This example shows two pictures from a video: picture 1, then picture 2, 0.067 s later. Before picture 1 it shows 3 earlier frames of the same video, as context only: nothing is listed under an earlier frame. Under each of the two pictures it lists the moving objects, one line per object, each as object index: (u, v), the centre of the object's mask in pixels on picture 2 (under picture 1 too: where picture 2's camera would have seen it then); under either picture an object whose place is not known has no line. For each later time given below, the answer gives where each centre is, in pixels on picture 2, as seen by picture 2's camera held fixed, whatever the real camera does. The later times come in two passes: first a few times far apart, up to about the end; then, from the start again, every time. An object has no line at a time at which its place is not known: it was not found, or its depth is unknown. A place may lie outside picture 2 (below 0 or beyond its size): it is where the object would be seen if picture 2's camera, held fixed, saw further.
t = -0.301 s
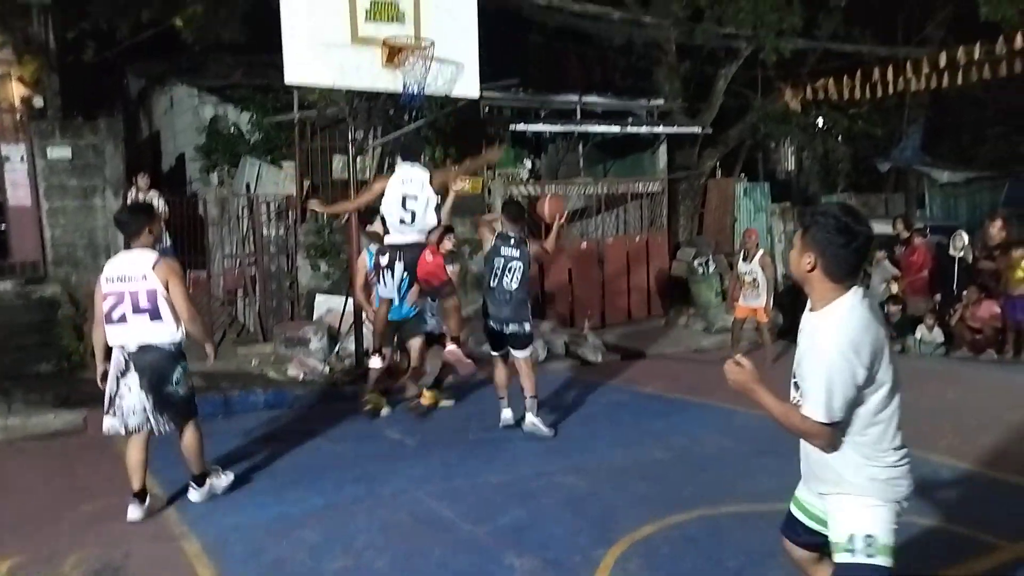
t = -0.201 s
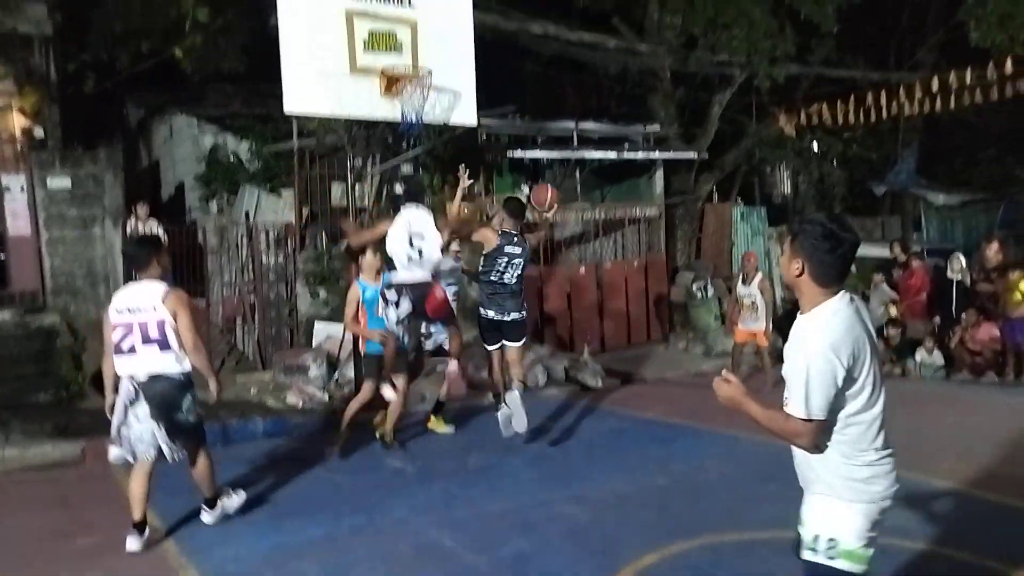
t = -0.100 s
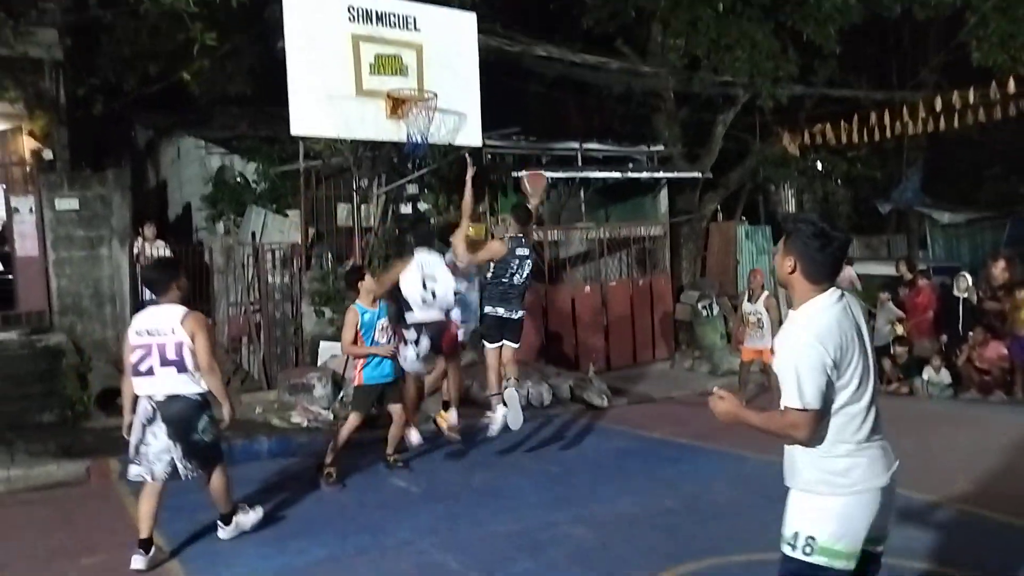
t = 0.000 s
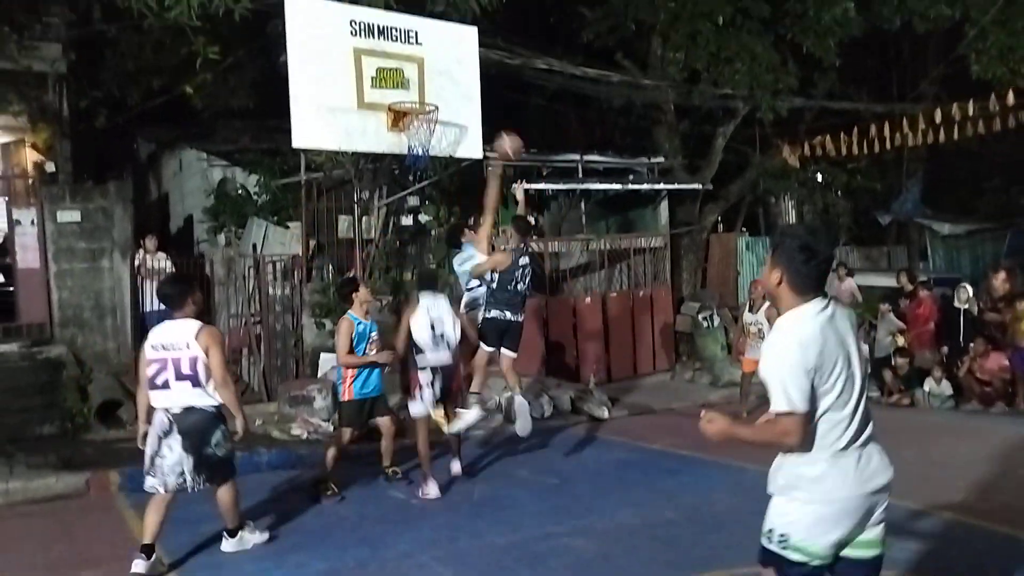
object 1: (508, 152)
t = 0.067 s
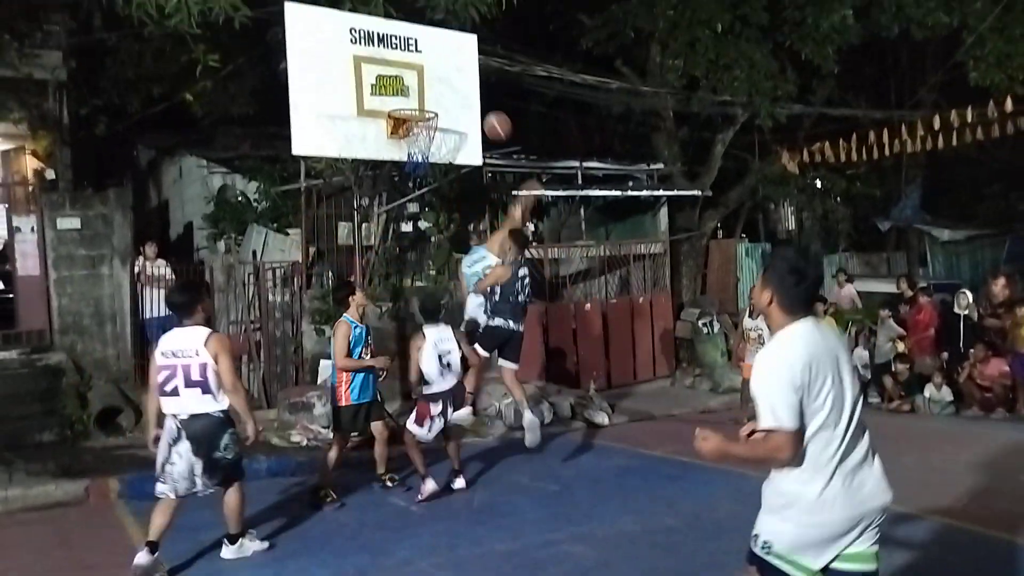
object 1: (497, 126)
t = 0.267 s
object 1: (471, 77)
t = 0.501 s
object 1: (444, 76)
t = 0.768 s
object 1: (437, 112)
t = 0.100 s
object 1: (493, 115)
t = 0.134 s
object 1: (489, 105)
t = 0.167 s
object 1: (484, 96)
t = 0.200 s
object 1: (480, 88)
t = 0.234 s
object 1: (475, 82)
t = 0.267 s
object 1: (471, 77)
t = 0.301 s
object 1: (467, 73)
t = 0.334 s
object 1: (462, 70)
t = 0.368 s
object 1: (458, 69)
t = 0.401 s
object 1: (454, 69)
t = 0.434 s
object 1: (451, 70)
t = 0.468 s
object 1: (447, 72)
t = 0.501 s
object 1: (444, 76)
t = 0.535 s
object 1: (440, 80)
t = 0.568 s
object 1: (437, 86)
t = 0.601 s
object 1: (436, 89)
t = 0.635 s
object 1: (436, 91)
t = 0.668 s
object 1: (436, 94)
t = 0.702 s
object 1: (436, 99)
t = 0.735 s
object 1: (436, 105)
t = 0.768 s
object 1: (437, 112)
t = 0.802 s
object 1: (441, 115)
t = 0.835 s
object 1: (447, 118)
